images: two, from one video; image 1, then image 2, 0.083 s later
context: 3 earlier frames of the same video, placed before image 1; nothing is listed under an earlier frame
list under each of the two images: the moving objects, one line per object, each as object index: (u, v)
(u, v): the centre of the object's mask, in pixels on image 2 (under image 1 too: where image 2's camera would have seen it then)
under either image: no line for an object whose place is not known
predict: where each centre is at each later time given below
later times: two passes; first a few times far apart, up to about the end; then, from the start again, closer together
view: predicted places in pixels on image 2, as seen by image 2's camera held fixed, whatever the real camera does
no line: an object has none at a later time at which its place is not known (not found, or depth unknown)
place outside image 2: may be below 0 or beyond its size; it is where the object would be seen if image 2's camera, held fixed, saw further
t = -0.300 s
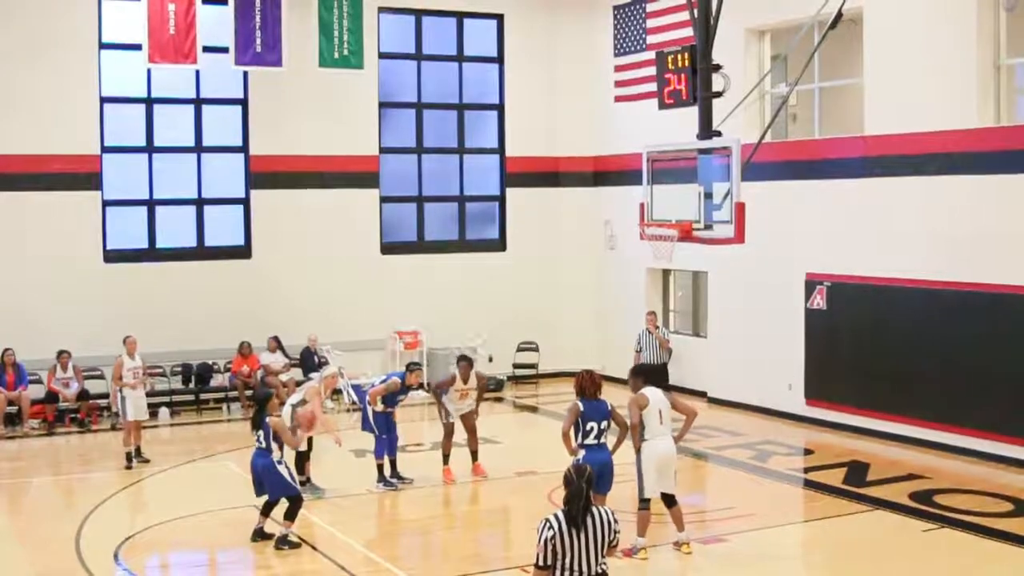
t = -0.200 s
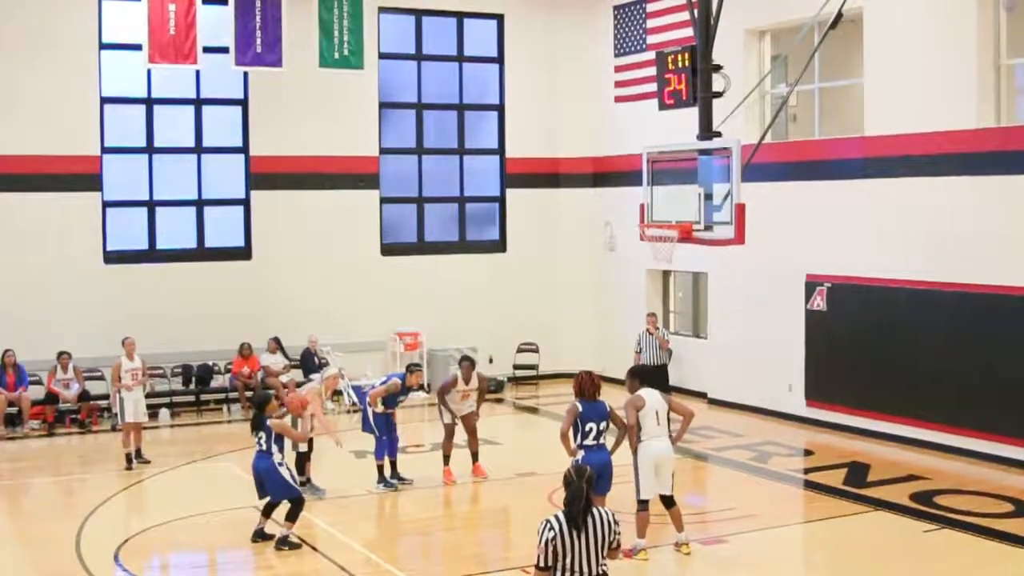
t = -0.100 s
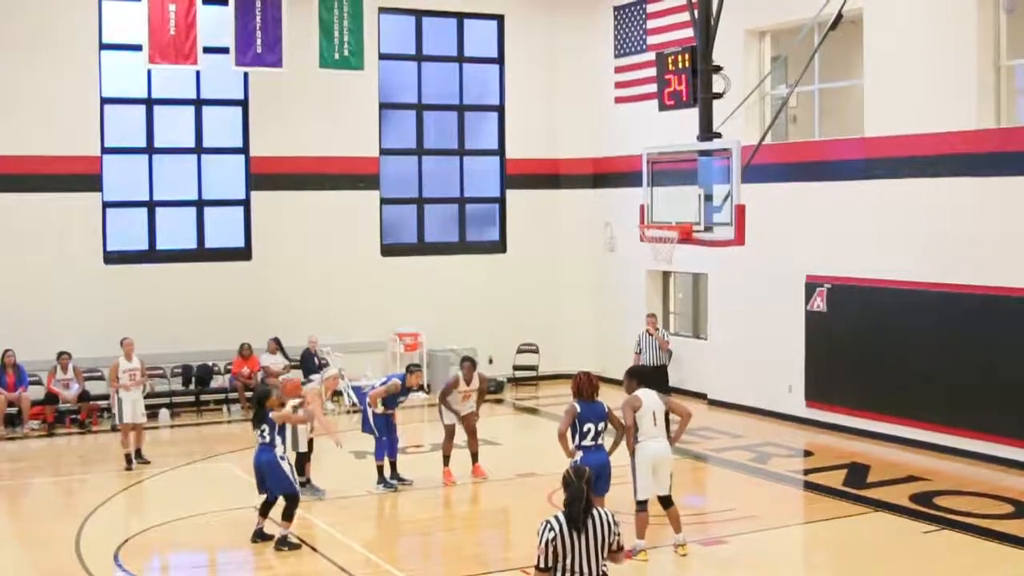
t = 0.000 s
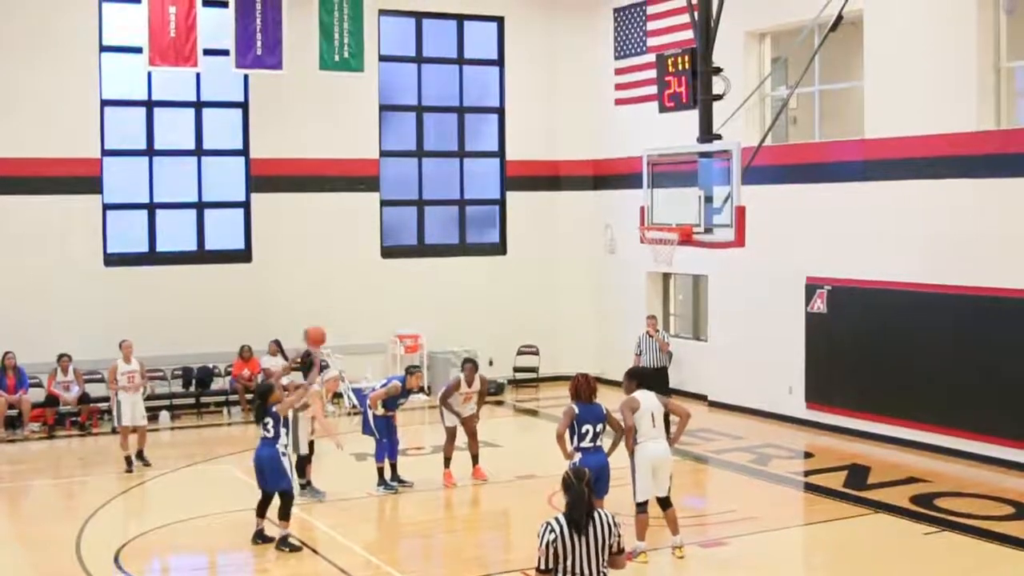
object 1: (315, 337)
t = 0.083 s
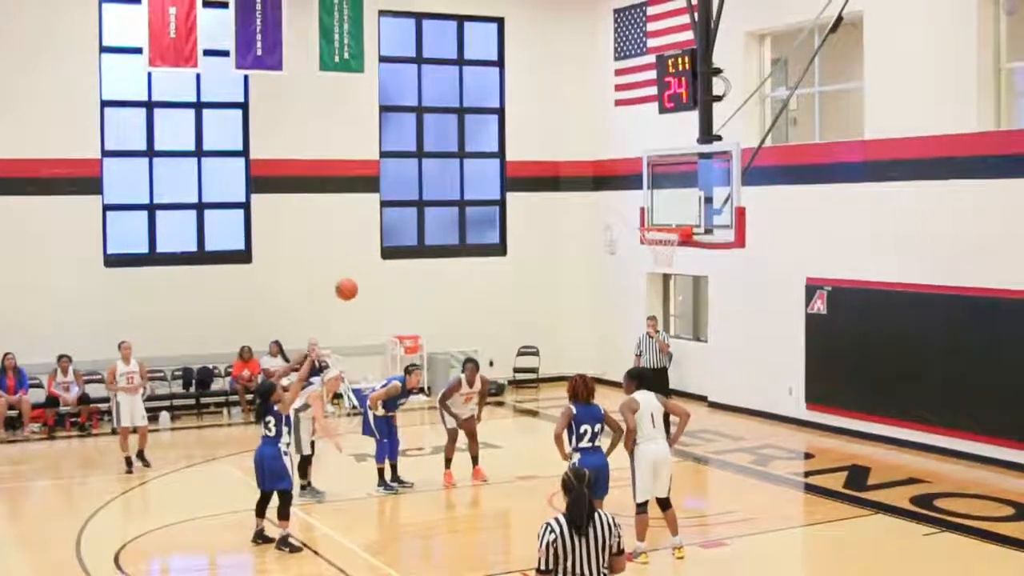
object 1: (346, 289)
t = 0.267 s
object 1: (414, 210)
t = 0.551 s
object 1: (511, 155)
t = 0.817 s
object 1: (597, 175)
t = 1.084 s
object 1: (670, 225)
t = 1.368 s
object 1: (651, 239)
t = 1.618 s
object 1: (671, 251)
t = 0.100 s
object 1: (353, 280)
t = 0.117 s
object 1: (359, 271)
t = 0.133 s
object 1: (365, 265)
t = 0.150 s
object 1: (371, 256)
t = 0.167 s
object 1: (377, 248)
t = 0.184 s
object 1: (383, 241)
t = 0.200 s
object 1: (390, 234)
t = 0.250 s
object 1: (409, 215)
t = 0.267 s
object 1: (414, 210)
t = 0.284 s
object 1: (421, 205)
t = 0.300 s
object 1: (426, 199)
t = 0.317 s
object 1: (432, 194)
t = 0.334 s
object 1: (438, 190)
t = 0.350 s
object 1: (445, 187)
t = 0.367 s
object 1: (450, 182)
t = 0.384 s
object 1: (455, 178)
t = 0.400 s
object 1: (461, 175)
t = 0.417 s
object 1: (464, 174)
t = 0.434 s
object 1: (472, 170)
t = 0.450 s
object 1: (478, 166)
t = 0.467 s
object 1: (484, 163)
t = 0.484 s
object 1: (489, 161)
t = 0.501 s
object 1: (497, 160)
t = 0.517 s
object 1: (501, 159)
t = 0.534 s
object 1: (506, 158)
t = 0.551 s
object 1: (511, 155)
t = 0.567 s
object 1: (518, 154)
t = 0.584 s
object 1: (523, 155)
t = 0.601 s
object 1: (528, 154)
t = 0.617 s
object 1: (533, 154)
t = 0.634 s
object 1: (539, 154)
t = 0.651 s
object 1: (544, 155)
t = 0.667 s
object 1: (550, 155)
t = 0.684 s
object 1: (555, 156)
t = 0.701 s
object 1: (560, 157)
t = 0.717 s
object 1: (566, 158)
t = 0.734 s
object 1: (571, 159)
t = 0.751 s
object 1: (577, 161)
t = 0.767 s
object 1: (580, 168)
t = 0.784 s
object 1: (587, 170)
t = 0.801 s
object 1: (592, 171)
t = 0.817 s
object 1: (597, 175)
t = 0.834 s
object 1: (601, 178)
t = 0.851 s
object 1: (607, 182)
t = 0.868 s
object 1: (612, 186)
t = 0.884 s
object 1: (616, 190)
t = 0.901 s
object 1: (622, 193)
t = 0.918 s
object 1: (627, 199)
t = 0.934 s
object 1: (631, 204)
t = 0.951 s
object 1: (636, 209)
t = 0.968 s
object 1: (642, 214)
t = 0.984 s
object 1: (646, 218)
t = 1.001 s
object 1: (649, 220)
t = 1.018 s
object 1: (655, 221)
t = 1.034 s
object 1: (660, 222)
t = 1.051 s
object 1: (662, 227)
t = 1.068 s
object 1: (664, 223)
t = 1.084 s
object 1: (670, 225)
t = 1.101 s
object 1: (669, 224)
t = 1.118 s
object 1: (670, 225)
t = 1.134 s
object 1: (668, 227)
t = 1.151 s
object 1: (668, 228)
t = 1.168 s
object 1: (664, 227)
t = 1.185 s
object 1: (661, 226)
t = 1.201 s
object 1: (658, 225)
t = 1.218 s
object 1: (658, 226)
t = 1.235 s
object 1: (650, 233)
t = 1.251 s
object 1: (650, 234)
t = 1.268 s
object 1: (650, 234)
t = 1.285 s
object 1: (649, 234)
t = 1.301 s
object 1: (649, 235)
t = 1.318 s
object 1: (649, 236)
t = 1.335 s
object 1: (649, 238)
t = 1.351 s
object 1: (649, 237)
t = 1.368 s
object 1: (651, 239)
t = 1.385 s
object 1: (650, 240)
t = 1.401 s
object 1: (651, 241)
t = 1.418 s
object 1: (652, 241)
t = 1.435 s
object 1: (654, 243)
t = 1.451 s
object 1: (655, 243)
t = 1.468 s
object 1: (656, 244)
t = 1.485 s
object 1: (656, 244)
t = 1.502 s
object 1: (658, 244)
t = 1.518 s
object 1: (661, 246)
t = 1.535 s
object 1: (665, 247)
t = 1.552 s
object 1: (666, 248)
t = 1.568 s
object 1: (668, 249)
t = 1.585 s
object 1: (669, 249)
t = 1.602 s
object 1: (670, 250)
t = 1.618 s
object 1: (671, 251)
